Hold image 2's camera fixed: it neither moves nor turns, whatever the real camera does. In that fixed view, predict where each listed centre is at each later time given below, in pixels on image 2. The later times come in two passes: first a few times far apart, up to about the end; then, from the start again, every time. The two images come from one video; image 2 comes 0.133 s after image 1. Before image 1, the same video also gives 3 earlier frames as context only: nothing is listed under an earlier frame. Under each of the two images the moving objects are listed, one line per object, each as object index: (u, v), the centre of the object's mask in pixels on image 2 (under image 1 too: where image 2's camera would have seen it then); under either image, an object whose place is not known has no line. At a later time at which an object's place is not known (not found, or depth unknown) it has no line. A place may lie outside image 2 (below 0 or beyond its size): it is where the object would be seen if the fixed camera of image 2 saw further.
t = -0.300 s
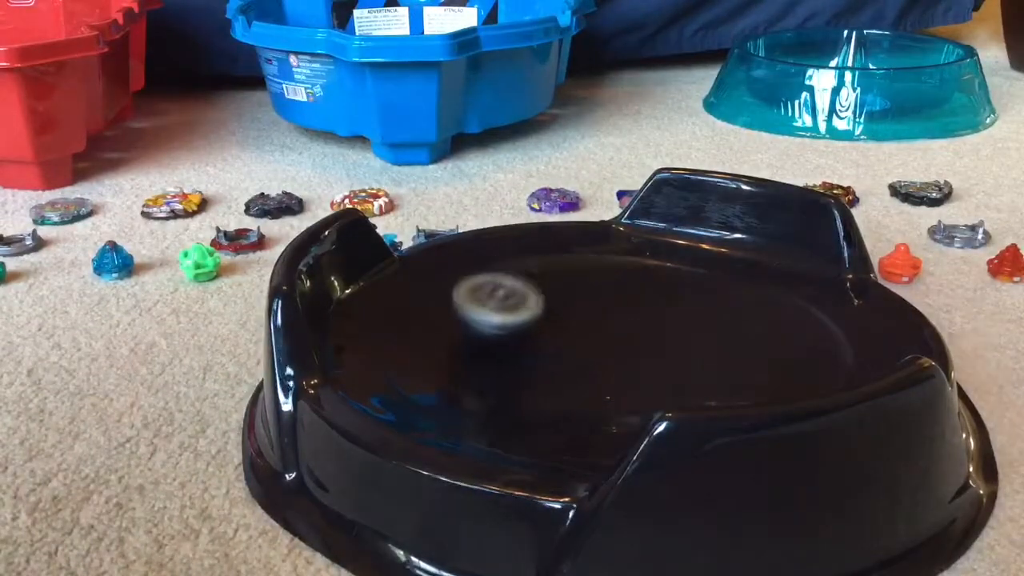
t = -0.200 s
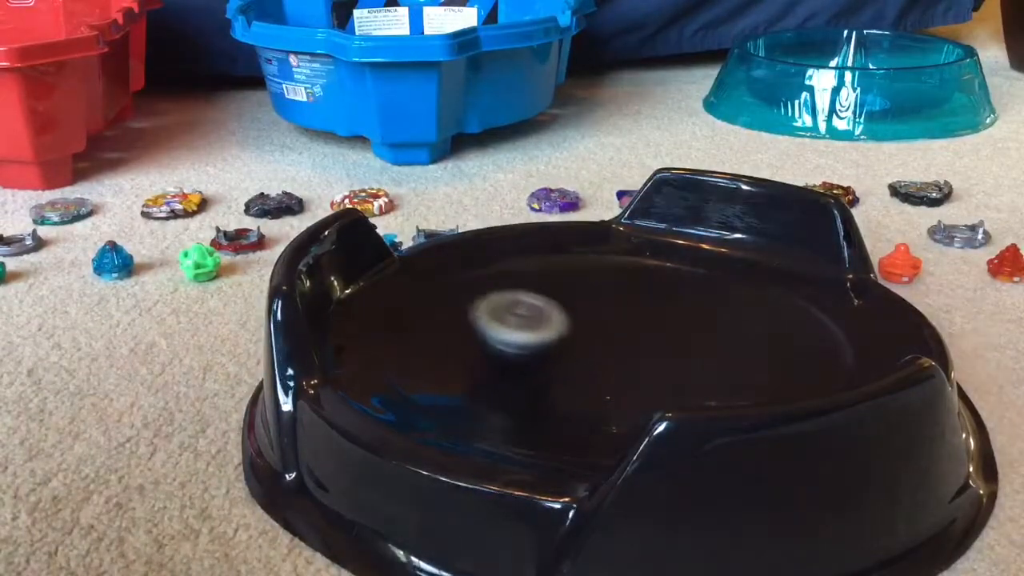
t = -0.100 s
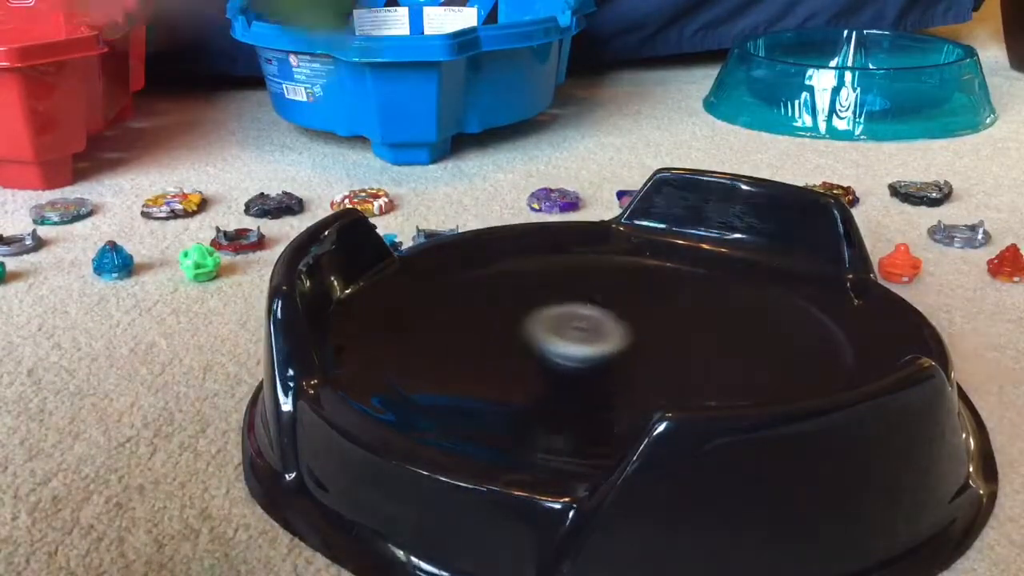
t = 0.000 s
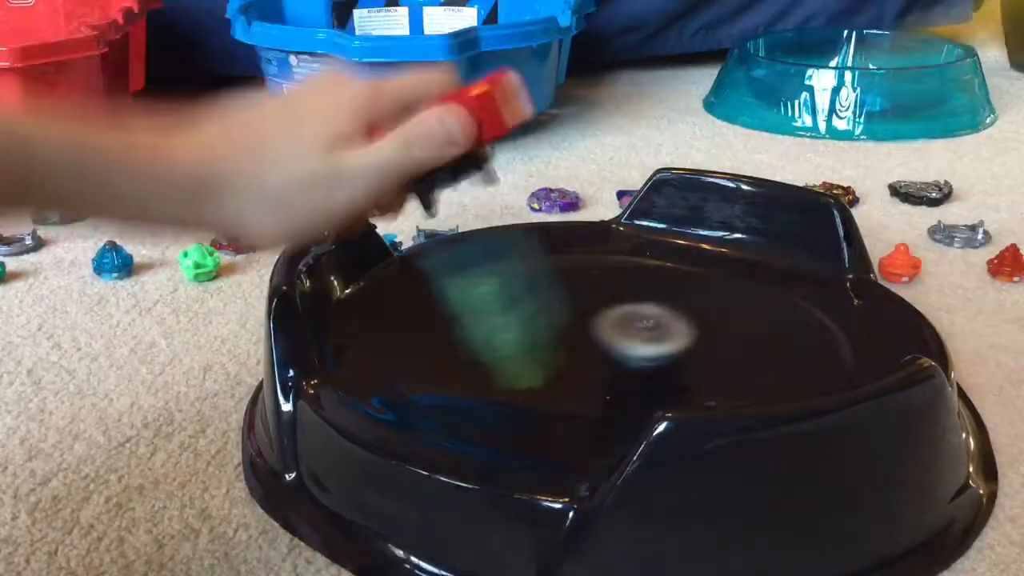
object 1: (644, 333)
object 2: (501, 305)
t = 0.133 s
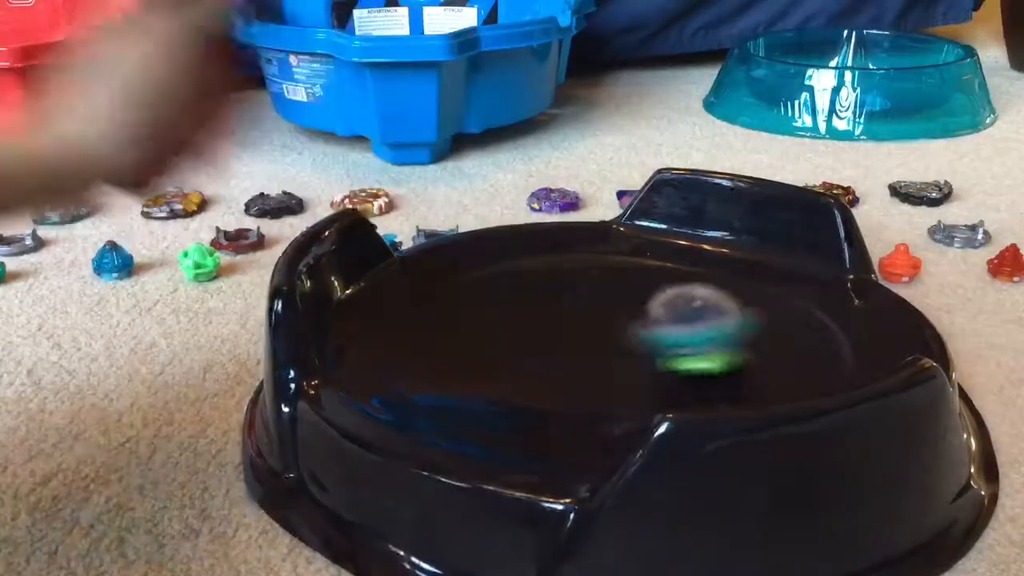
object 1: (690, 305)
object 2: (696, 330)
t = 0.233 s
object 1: (690, 248)
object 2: (811, 344)
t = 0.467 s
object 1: (591, 248)
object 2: (774, 355)
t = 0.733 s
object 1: (530, 251)
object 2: (572, 419)
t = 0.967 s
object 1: (523, 239)
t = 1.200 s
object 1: (545, 330)
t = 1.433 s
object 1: (643, 368)
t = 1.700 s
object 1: (688, 338)
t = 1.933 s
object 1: (634, 323)
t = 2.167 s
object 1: (620, 332)
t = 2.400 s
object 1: (634, 339)
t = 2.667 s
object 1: (634, 340)
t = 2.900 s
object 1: (628, 333)
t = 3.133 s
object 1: (629, 328)
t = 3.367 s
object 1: (631, 328)
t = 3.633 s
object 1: (631, 328)
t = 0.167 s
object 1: (692, 297)
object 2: (741, 338)
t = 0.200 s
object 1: (693, 278)
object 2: (780, 339)
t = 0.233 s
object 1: (690, 248)
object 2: (811, 344)
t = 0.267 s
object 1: (683, 222)
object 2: (832, 341)
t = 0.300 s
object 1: (666, 212)
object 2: (844, 340)
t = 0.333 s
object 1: (649, 216)
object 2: (847, 341)
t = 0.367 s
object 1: (633, 218)
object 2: (840, 344)
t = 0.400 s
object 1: (618, 225)
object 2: (824, 348)
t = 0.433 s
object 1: (603, 235)
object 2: (801, 351)
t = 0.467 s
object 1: (591, 248)
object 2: (774, 355)
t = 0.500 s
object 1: (581, 261)
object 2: (742, 360)
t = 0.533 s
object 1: (571, 279)
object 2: (708, 363)
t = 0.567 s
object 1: (565, 295)
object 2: (673, 364)
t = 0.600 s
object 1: (562, 312)
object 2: (638, 364)
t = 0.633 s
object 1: (556, 310)
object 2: (611, 377)
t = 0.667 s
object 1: (543, 288)
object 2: (594, 396)
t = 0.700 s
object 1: (535, 268)
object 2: (580, 410)
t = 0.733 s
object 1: (530, 251)
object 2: (572, 419)
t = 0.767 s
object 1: (526, 241)
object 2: (561, 442)
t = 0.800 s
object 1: (523, 230)
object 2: (548, 488)
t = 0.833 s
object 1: (523, 223)
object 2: (538, 530)
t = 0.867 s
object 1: (522, 221)
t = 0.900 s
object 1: (522, 223)
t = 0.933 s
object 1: (522, 229)
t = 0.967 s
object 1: (523, 239)
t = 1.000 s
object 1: (524, 248)
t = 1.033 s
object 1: (524, 262)
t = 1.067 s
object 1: (525, 278)
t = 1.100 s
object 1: (527, 292)
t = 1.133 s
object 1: (531, 307)
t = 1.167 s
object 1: (537, 320)
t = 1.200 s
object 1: (545, 330)
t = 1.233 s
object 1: (554, 340)
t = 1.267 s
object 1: (565, 348)
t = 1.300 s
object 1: (579, 355)
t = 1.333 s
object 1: (593, 360)
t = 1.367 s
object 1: (609, 365)
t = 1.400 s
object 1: (626, 367)
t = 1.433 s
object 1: (643, 368)
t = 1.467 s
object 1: (659, 367)
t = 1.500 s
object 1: (672, 365)
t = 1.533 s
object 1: (683, 361)
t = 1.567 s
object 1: (690, 356)
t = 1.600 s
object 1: (695, 353)
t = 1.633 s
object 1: (695, 348)
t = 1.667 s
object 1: (693, 343)
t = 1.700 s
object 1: (688, 338)
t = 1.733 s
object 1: (681, 334)
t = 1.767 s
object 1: (673, 332)
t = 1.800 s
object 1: (664, 328)
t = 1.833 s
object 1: (656, 326)
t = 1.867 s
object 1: (648, 325)
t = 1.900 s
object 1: (641, 323)
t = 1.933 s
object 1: (634, 323)
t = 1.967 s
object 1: (629, 324)
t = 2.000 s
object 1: (625, 324)
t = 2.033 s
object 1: (622, 325)
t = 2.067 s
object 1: (620, 327)
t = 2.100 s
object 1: (619, 328)
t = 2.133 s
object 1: (619, 330)
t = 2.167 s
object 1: (620, 332)
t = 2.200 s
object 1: (621, 333)
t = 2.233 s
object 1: (623, 335)
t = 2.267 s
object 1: (625, 336)
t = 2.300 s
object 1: (627, 337)
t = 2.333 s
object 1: (629, 337)
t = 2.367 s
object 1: (632, 338)
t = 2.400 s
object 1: (634, 339)
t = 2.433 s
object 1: (635, 339)
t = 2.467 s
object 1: (636, 340)
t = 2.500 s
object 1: (637, 340)
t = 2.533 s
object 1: (637, 340)
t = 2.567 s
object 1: (637, 340)
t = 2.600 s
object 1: (636, 340)
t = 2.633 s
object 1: (635, 340)
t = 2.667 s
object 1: (634, 340)
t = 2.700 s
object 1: (633, 339)
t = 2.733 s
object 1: (632, 338)
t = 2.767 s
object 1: (631, 337)
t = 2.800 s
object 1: (630, 336)
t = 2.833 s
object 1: (629, 335)
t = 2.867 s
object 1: (628, 334)
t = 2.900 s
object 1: (628, 333)
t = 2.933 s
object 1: (628, 332)
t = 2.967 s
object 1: (628, 331)
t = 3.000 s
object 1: (628, 331)
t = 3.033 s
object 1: (628, 330)
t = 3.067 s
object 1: (628, 329)
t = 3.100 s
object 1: (629, 328)
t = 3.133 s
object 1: (629, 328)
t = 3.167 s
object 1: (630, 328)
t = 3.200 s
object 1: (630, 328)
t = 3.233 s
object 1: (631, 328)
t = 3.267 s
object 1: (631, 328)
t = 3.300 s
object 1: (631, 328)
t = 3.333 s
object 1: (631, 328)
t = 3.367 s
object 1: (631, 328)
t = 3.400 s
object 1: (631, 328)
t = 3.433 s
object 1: (631, 328)
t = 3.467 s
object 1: (631, 328)
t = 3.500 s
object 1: (631, 328)
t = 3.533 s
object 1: (631, 328)
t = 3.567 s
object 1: (631, 328)
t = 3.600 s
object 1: (631, 328)
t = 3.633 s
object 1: (631, 328)
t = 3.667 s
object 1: (632, 328)
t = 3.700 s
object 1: (632, 328)
